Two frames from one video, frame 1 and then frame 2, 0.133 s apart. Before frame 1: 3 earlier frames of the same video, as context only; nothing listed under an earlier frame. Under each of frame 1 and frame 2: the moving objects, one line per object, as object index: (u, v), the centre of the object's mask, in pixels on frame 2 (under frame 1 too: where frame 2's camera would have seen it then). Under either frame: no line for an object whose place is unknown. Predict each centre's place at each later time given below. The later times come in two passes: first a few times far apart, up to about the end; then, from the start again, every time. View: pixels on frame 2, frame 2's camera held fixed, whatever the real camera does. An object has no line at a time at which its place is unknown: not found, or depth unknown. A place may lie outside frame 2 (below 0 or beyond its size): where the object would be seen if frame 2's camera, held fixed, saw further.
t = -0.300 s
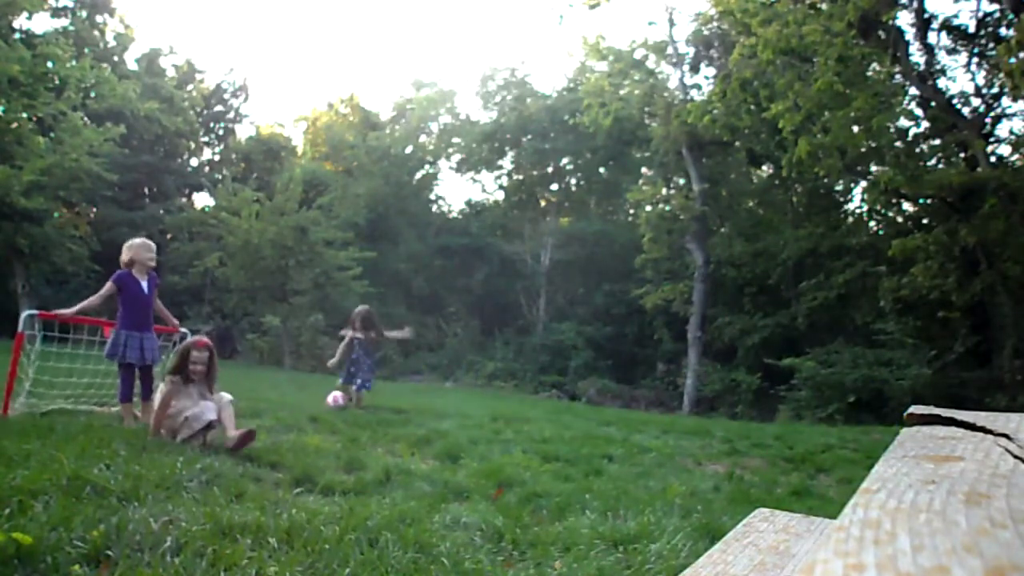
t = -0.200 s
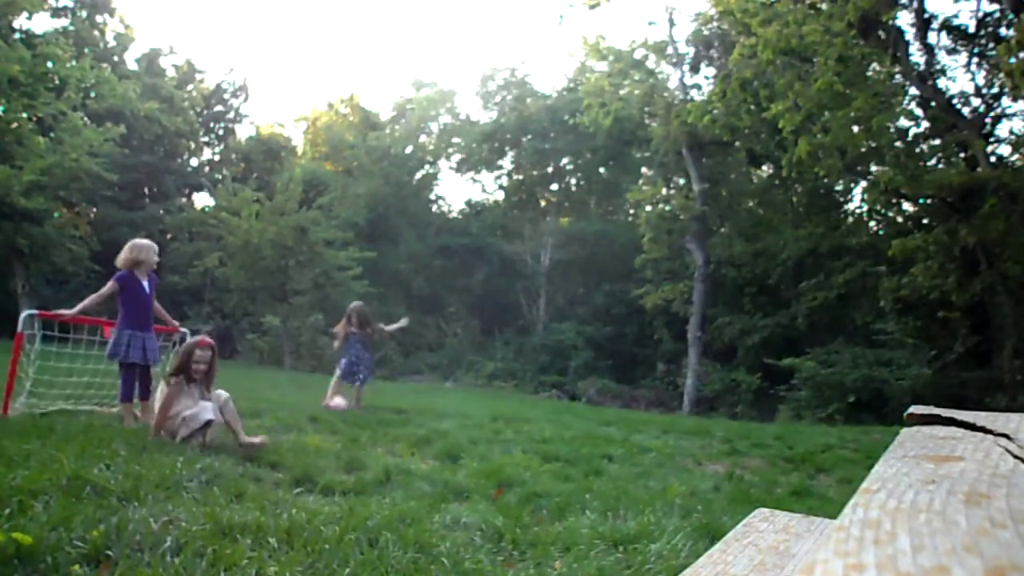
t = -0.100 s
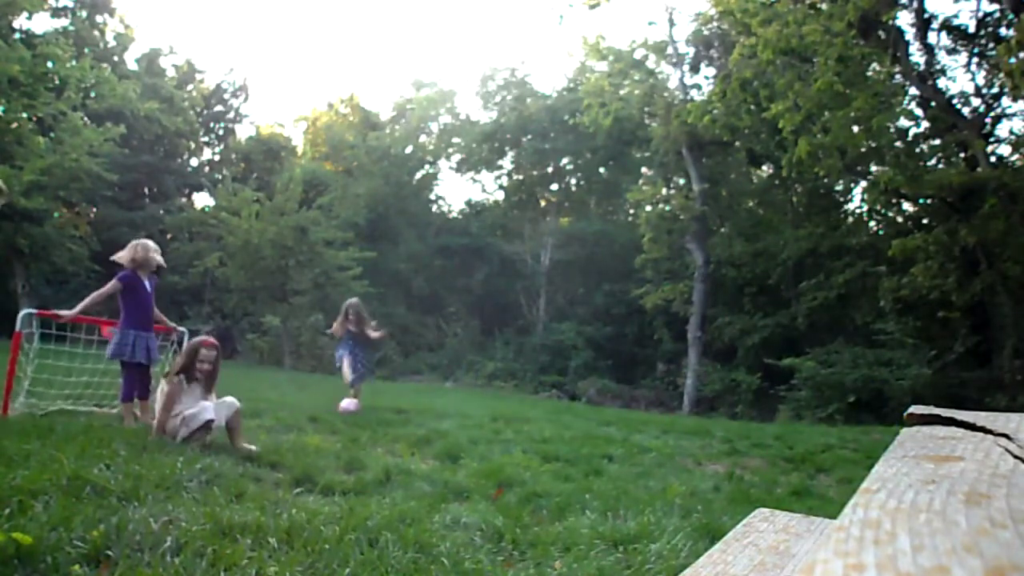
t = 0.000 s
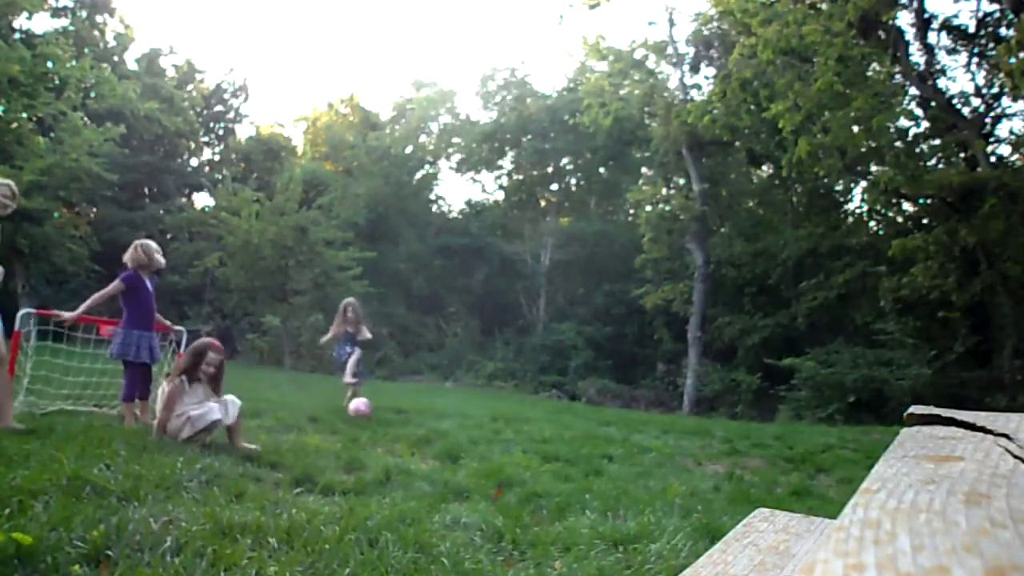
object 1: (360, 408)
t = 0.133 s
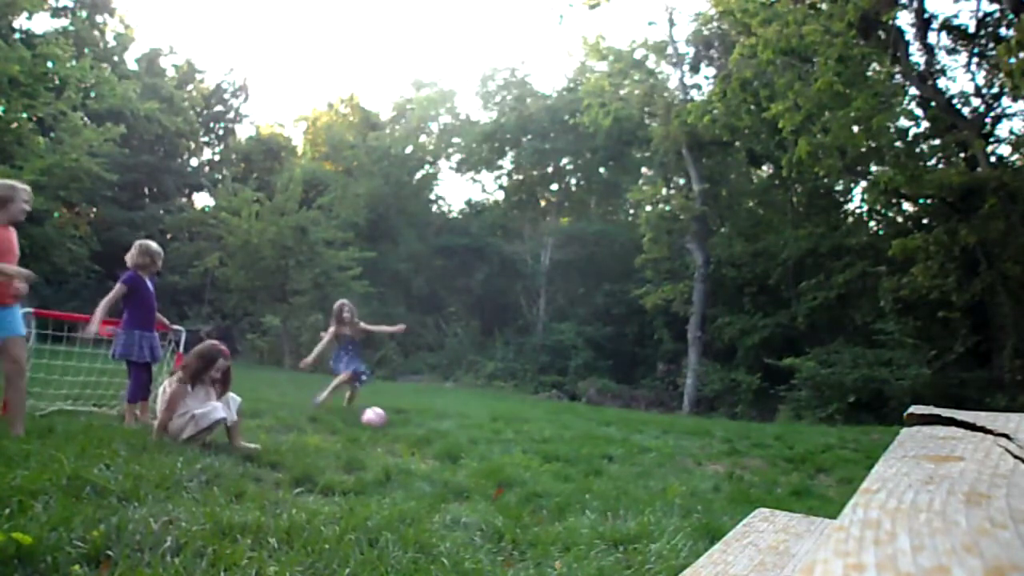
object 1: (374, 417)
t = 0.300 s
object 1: (398, 423)
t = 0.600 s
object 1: (442, 427)
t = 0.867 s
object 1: (482, 448)
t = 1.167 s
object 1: (533, 457)
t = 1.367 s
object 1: (571, 461)
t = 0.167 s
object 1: (378, 420)
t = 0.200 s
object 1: (383, 421)
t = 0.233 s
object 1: (388, 422)
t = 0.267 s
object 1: (393, 423)
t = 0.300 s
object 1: (398, 423)
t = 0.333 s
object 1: (404, 424)
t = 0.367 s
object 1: (409, 426)
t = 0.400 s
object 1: (414, 427)
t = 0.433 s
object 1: (420, 426)
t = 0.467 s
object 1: (425, 426)
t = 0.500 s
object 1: (428, 425)
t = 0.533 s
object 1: (433, 425)
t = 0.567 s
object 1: (437, 425)
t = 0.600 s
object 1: (442, 427)
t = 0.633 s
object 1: (446, 430)
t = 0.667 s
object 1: (452, 435)
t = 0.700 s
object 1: (457, 438)
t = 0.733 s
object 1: (462, 440)
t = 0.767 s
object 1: (466, 442)
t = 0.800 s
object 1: (472, 444)
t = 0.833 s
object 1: (478, 447)
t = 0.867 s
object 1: (482, 448)
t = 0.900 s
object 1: (486, 448)
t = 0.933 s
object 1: (492, 450)
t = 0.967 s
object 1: (496, 452)
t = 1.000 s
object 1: (503, 453)
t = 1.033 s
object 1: (510, 452)
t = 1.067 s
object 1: (517, 454)
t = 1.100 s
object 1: (521, 454)
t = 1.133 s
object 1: (527, 455)
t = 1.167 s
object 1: (533, 457)
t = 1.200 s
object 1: (539, 459)
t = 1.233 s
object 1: (544, 461)
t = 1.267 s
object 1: (550, 460)
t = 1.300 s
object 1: (557, 459)
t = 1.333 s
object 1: (563, 459)
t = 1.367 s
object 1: (571, 461)
